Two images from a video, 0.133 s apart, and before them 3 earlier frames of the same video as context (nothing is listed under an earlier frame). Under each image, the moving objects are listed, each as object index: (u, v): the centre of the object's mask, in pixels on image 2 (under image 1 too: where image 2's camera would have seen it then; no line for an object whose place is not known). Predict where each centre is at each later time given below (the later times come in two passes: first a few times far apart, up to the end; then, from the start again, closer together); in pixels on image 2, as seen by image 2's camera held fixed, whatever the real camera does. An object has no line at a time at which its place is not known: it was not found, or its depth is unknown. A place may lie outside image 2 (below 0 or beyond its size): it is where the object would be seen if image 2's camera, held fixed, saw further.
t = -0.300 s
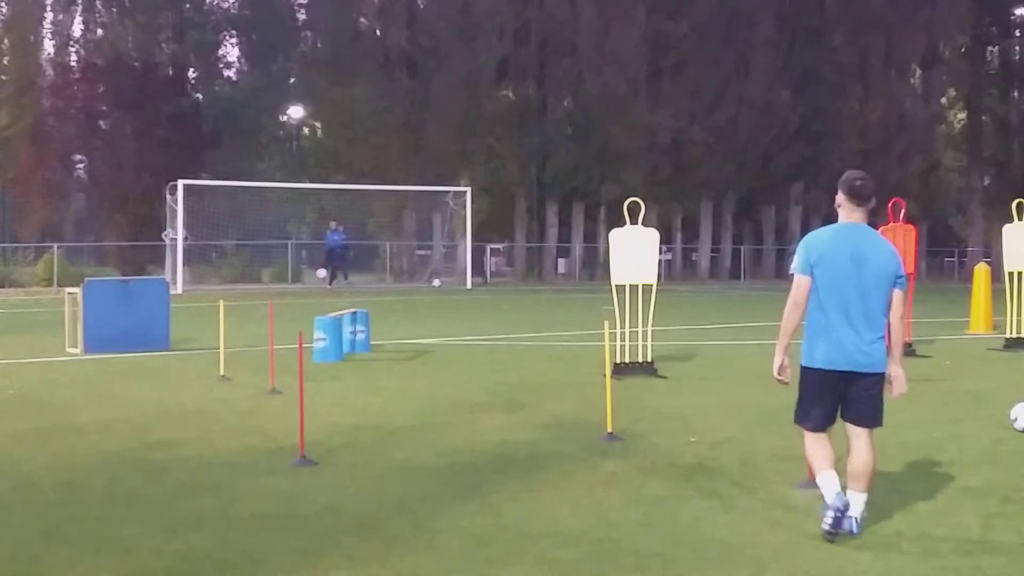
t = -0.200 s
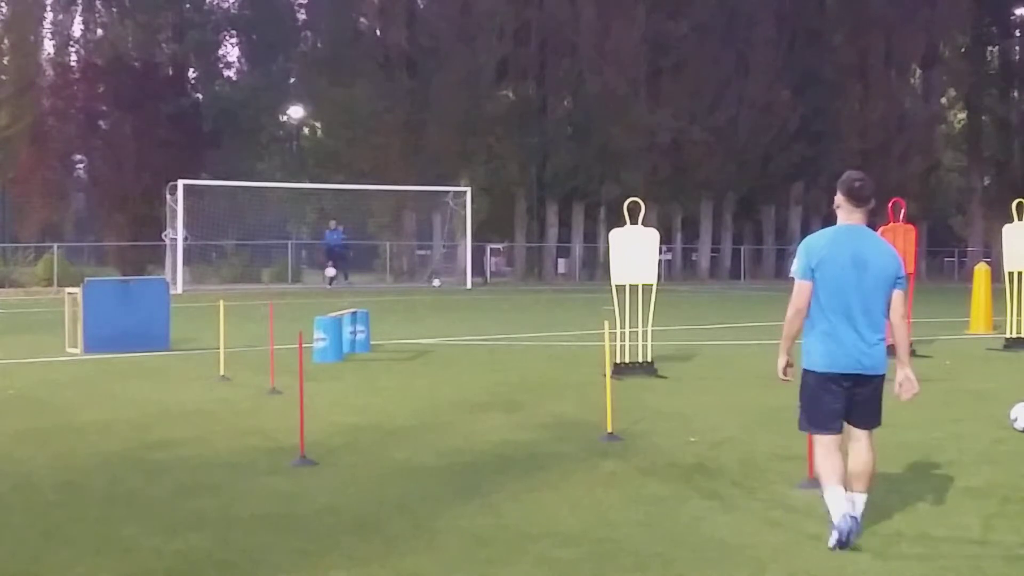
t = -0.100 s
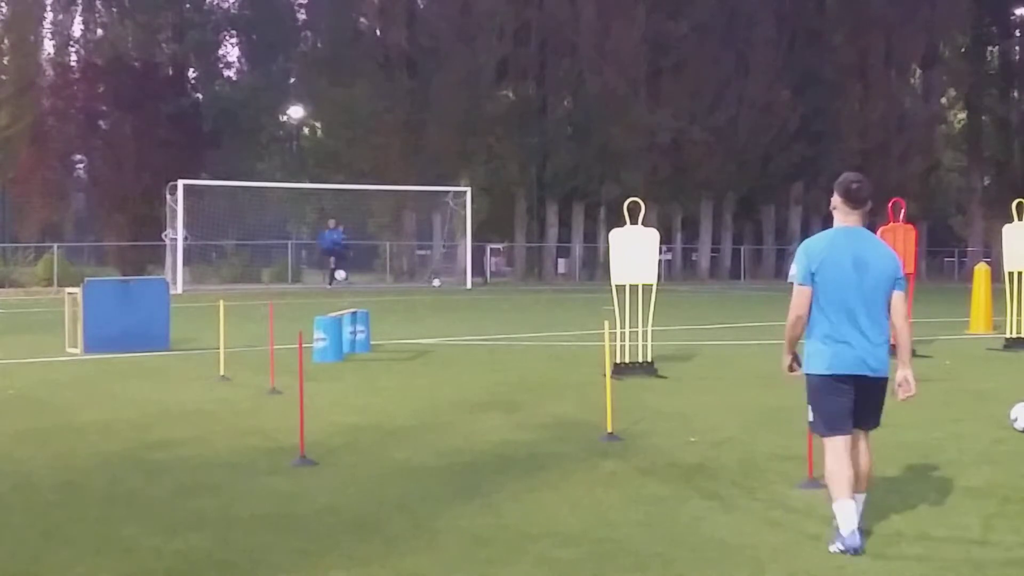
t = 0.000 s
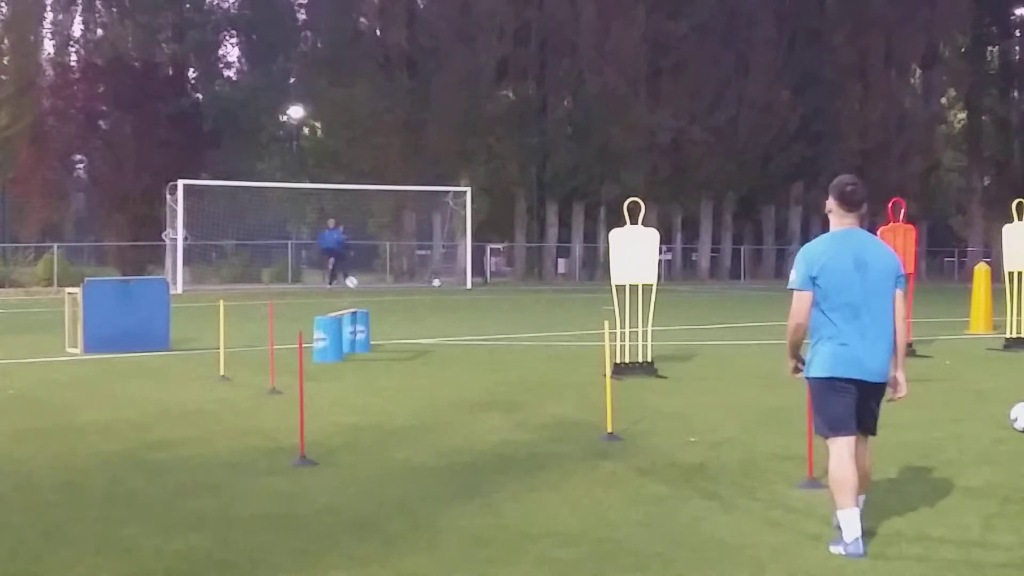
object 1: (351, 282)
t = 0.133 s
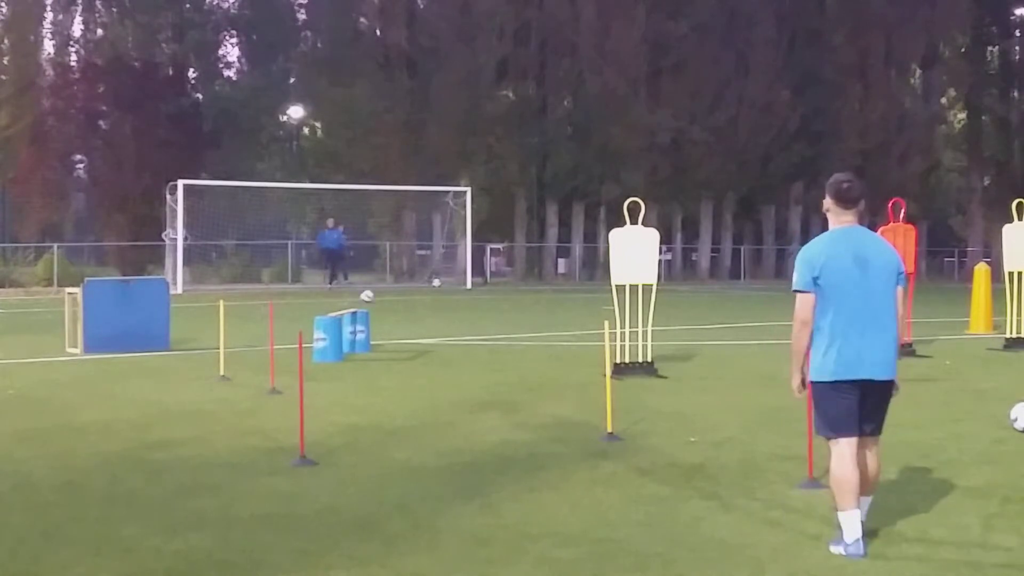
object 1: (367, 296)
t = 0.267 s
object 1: (380, 290)
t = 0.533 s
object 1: (409, 305)
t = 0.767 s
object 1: (432, 303)
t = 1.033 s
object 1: (455, 309)
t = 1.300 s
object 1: (477, 319)
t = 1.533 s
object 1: (497, 326)
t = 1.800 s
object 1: (520, 332)
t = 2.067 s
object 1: (543, 339)
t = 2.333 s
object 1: (566, 346)
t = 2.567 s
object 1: (587, 353)
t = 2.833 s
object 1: (607, 359)
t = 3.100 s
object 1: (606, 350)
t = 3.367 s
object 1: (576, 357)
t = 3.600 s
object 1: (559, 359)
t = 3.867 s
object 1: (544, 360)
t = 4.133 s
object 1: (531, 360)
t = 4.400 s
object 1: (521, 360)
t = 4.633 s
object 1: (514, 359)
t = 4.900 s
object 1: (509, 359)
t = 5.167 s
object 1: (507, 359)
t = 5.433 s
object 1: (507, 359)
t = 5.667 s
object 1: (507, 359)
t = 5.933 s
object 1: (508, 359)
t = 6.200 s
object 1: (508, 359)
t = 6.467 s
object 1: (508, 359)
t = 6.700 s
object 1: (508, 359)
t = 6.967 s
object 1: (508, 359)
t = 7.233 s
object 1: (508, 359)
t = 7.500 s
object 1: (508, 359)
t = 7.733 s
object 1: (508, 359)
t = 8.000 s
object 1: (508, 359)
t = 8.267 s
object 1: (508, 359)
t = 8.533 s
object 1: (508, 359)
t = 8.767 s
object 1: (508, 359)
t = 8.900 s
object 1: (508, 359)
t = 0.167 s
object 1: (370, 293)
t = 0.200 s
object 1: (373, 292)
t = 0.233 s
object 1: (376, 290)
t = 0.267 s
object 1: (380, 290)
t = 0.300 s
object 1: (383, 289)
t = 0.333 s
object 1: (387, 290)
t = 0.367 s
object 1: (391, 291)
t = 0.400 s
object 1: (394, 293)
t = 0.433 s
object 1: (398, 296)
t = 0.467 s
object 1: (401, 299)
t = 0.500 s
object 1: (405, 303)
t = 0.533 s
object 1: (409, 305)
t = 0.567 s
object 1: (412, 304)
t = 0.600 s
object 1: (415, 301)
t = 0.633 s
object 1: (419, 300)
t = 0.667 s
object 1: (421, 300)
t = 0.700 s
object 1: (425, 300)
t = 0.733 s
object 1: (429, 302)
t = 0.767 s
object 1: (432, 303)
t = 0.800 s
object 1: (435, 306)
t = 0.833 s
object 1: (439, 310)
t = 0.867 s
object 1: (443, 313)
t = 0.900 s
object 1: (445, 312)
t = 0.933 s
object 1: (448, 309)
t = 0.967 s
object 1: (450, 308)
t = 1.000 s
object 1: (453, 309)
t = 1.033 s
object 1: (455, 309)
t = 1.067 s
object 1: (457, 311)
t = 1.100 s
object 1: (460, 313)
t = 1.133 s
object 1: (463, 316)
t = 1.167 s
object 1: (466, 318)
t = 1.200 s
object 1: (468, 318)
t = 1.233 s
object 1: (471, 317)
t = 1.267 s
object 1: (474, 318)
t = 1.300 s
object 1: (477, 319)
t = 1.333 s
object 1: (479, 321)
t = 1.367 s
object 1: (483, 323)
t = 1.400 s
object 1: (486, 322)
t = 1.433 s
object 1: (488, 322)
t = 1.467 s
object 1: (491, 322)
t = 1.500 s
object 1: (494, 324)
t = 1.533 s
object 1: (497, 326)
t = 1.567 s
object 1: (500, 327)
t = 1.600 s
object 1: (502, 327)
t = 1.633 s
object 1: (505, 327)
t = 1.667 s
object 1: (508, 328)
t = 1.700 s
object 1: (511, 330)
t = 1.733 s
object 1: (514, 331)
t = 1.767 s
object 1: (517, 332)
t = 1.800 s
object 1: (520, 332)
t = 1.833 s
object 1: (523, 333)
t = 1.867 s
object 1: (525, 334)
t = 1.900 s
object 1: (528, 335)
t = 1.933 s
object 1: (532, 336)
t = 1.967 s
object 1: (534, 337)
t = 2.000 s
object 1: (537, 338)
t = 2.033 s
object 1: (540, 338)
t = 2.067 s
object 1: (543, 339)
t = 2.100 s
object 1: (546, 340)
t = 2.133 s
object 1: (549, 341)
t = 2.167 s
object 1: (552, 341)
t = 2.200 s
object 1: (555, 342)
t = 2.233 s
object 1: (558, 344)
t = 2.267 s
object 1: (561, 345)
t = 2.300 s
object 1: (564, 345)
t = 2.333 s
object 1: (566, 346)
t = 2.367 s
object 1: (569, 347)
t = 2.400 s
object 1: (573, 348)
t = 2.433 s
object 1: (575, 348)
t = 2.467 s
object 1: (578, 350)
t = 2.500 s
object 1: (581, 351)
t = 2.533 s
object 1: (584, 352)
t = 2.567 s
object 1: (587, 353)
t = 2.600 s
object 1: (589, 354)
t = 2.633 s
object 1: (592, 355)
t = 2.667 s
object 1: (595, 356)
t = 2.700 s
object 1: (597, 356)
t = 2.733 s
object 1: (600, 357)
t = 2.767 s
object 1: (603, 359)
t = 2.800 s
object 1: (605, 359)
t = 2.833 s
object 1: (607, 359)
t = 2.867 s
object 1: (611, 360)
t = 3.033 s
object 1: (614, 354)
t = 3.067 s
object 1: (609, 352)
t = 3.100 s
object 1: (606, 350)
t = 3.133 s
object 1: (602, 349)
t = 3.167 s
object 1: (596, 350)
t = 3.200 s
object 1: (594, 351)
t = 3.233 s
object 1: (589, 353)
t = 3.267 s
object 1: (585, 357)
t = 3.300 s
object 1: (581, 360)
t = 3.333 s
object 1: (578, 360)
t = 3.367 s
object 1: (576, 357)
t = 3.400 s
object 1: (573, 356)
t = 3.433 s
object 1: (571, 356)
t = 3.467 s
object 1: (569, 356)
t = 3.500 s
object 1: (566, 358)
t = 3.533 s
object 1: (563, 360)
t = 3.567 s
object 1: (561, 360)
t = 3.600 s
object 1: (559, 359)
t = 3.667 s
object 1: (556, 360)
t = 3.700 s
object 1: (554, 360)
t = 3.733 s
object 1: (552, 360)
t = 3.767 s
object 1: (550, 360)
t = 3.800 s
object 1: (548, 360)
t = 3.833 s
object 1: (546, 360)
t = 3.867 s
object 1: (544, 360)
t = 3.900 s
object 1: (542, 360)
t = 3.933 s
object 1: (540, 360)
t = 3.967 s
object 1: (538, 359)
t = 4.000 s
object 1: (537, 360)
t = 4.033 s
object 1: (535, 360)
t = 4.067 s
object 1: (534, 360)
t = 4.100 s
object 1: (532, 360)
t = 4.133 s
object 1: (531, 360)
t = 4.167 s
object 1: (530, 360)
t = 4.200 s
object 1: (529, 360)
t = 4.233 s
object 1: (527, 360)
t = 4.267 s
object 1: (526, 360)
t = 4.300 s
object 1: (525, 360)
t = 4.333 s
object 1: (524, 360)
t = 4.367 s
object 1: (523, 360)
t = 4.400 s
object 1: (521, 360)
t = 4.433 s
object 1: (520, 360)
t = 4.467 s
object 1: (519, 360)
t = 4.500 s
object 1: (518, 360)
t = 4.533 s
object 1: (517, 359)
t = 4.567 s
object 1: (516, 359)
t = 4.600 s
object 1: (515, 359)
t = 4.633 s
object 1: (514, 359)
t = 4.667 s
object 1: (514, 359)
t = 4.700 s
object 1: (513, 359)
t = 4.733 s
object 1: (512, 359)
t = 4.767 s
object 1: (511, 359)
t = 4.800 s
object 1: (511, 359)
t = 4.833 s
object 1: (510, 359)
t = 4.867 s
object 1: (509, 359)
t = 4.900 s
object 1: (509, 359)
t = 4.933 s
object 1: (508, 359)
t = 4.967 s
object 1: (508, 359)
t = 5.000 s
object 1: (508, 359)
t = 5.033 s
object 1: (508, 359)
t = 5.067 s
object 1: (507, 359)
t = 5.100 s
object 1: (507, 359)
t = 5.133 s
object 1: (507, 359)
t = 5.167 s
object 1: (507, 359)
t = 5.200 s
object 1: (507, 359)
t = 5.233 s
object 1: (507, 359)
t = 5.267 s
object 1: (507, 359)
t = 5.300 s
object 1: (507, 359)
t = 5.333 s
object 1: (507, 359)
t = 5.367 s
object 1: (507, 359)
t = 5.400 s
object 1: (507, 359)
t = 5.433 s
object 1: (507, 359)
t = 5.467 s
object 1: (507, 359)
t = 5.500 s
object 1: (507, 359)
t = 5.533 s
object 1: (507, 359)
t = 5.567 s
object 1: (507, 359)
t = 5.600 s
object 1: (507, 359)
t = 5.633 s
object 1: (507, 359)
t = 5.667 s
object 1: (507, 359)
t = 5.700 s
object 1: (508, 359)
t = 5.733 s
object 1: (508, 359)
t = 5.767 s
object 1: (508, 359)
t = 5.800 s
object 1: (508, 359)
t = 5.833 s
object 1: (508, 359)
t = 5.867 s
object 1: (508, 359)
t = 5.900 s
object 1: (508, 359)
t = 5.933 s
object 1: (508, 359)
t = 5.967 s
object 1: (508, 359)
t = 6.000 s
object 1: (508, 359)
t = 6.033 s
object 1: (508, 359)
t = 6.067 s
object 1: (508, 359)
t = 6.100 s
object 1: (508, 359)
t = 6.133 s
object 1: (508, 359)
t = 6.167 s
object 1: (508, 359)
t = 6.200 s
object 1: (508, 359)
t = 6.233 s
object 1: (508, 359)
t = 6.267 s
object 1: (508, 359)
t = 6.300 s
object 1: (508, 359)
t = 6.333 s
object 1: (508, 359)
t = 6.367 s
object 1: (508, 359)
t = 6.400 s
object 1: (508, 359)
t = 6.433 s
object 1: (508, 359)
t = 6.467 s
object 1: (508, 359)
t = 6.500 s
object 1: (508, 359)
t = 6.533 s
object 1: (508, 359)
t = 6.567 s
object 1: (508, 359)
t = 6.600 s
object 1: (508, 359)
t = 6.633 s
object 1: (508, 359)
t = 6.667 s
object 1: (508, 359)
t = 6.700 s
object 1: (508, 359)
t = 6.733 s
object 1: (508, 359)
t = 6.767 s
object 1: (508, 359)
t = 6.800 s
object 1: (508, 359)
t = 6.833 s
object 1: (508, 359)
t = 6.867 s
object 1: (508, 359)
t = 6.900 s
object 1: (508, 359)
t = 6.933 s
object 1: (508, 359)
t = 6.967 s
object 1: (508, 359)
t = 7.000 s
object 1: (508, 359)
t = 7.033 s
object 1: (508, 359)
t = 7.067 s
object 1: (508, 359)
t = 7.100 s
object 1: (508, 359)
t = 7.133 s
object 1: (508, 359)
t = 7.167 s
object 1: (508, 359)
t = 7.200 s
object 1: (508, 359)
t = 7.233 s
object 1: (508, 359)
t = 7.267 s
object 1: (508, 359)
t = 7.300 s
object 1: (508, 359)
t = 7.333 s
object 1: (508, 359)
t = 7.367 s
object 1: (508, 359)
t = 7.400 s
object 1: (508, 359)
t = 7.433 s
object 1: (508, 359)
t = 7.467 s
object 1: (508, 359)
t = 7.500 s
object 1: (508, 359)
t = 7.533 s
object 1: (508, 359)
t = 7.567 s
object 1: (508, 359)
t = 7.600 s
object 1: (508, 359)
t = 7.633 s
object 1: (508, 359)
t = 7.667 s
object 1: (508, 359)
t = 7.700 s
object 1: (508, 359)
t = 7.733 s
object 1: (508, 359)
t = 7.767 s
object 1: (508, 359)
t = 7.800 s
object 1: (508, 359)
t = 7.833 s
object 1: (508, 359)
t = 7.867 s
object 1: (508, 359)
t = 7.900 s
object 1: (508, 359)
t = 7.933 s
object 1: (508, 359)
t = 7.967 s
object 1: (508, 359)
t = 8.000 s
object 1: (508, 359)
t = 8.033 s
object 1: (508, 359)
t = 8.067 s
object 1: (508, 359)
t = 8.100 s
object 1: (508, 359)
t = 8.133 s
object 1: (508, 359)
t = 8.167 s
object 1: (508, 359)
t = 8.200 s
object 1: (508, 359)
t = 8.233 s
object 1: (508, 359)
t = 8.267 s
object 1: (508, 359)
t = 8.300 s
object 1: (508, 359)
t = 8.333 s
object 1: (508, 359)
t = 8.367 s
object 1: (508, 359)
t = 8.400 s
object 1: (508, 359)
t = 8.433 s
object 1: (508, 359)
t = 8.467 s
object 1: (508, 359)
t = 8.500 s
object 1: (508, 359)
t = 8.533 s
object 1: (508, 359)
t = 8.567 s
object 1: (508, 359)
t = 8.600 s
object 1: (508, 359)
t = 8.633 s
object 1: (508, 359)
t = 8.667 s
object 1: (508, 359)
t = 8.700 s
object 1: (508, 359)
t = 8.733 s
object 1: (508, 359)
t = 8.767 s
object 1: (508, 359)
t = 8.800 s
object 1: (508, 359)
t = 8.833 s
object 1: (508, 359)
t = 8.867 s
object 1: (508, 359)
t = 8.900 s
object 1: (508, 359)
